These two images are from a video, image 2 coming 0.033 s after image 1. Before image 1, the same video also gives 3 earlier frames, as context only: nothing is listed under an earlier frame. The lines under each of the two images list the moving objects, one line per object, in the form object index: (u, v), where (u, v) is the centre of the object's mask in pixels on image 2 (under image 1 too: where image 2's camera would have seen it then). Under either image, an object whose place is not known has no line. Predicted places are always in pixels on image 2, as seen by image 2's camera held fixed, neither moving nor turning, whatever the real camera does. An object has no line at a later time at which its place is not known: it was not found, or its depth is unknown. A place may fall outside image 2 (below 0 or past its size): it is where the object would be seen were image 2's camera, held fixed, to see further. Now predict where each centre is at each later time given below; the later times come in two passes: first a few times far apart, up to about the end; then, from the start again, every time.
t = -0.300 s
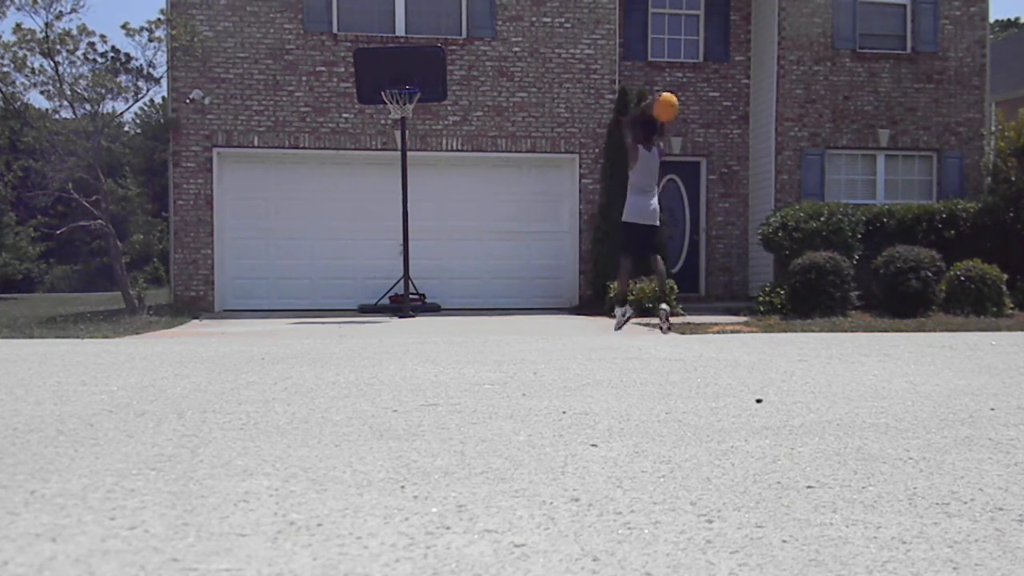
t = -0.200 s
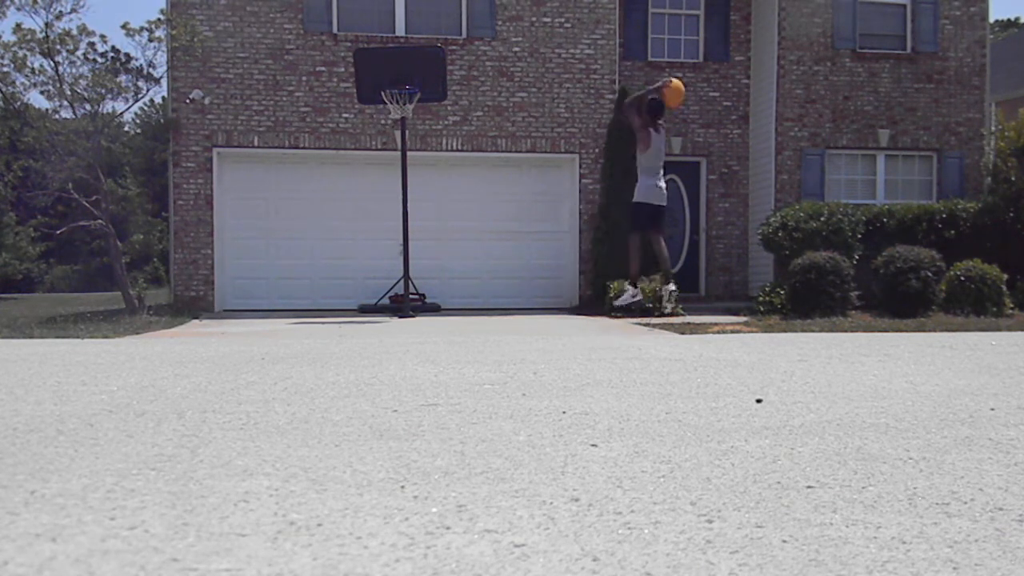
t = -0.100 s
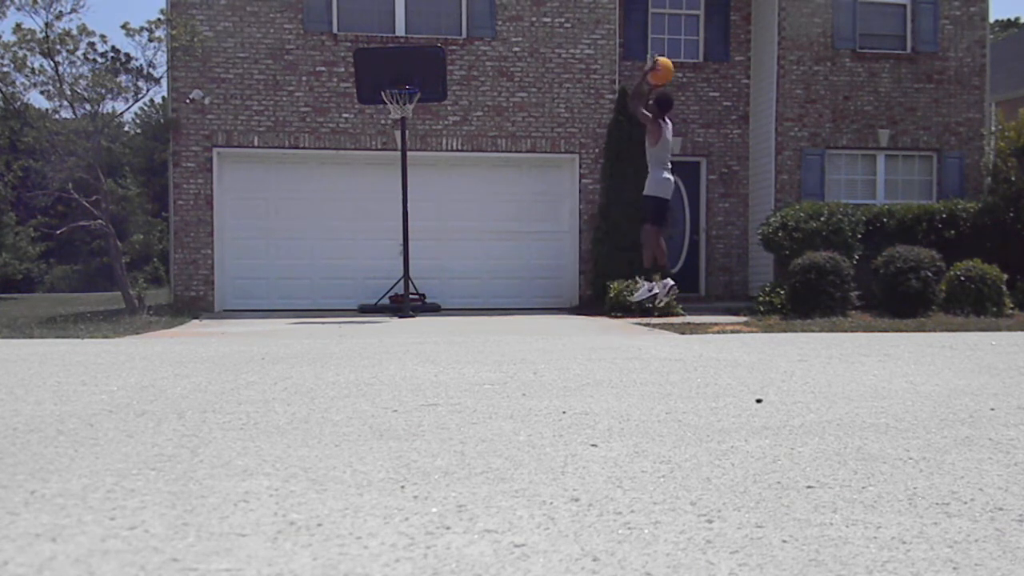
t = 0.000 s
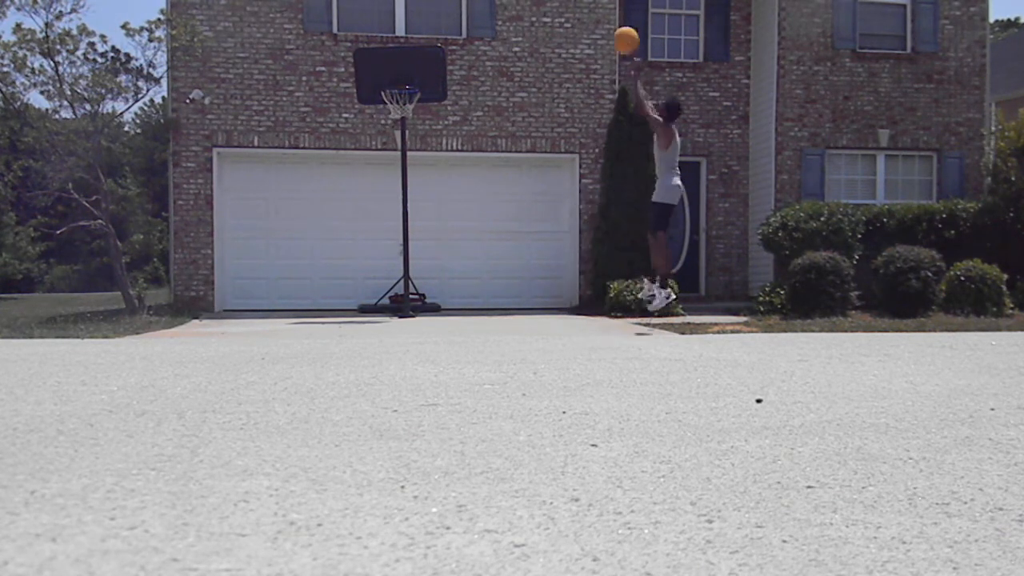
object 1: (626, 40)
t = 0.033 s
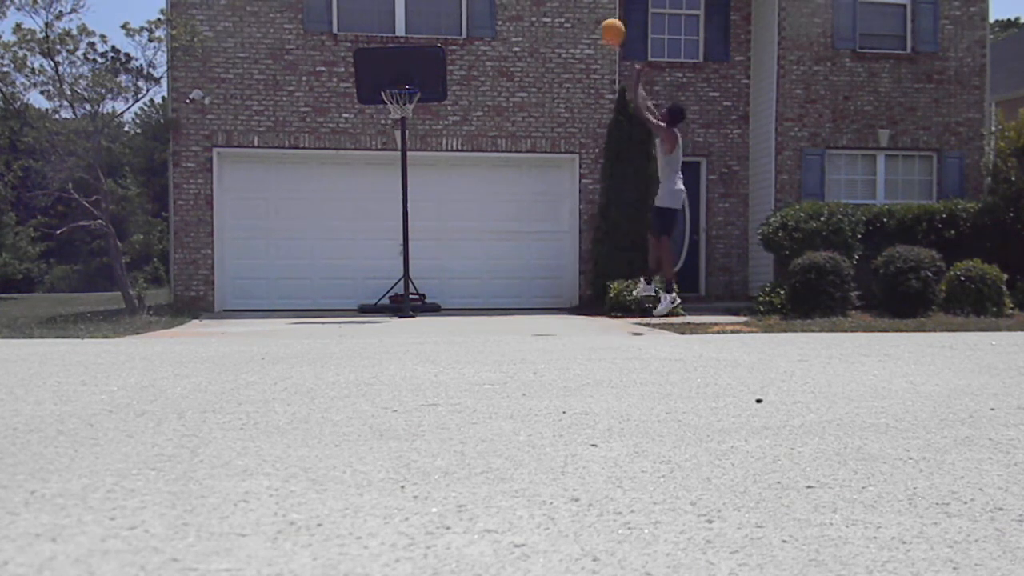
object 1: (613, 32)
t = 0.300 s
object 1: (516, 13)
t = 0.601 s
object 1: (433, 69)
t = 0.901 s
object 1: (435, 58)
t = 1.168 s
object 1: (448, 92)
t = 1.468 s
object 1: (463, 209)
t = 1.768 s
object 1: (475, 253)
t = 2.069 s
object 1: (482, 151)
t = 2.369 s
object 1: (487, 134)
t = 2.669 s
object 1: (494, 200)
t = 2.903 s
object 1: (499, 305)
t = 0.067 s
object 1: (599, 26)
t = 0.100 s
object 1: (586, 19)
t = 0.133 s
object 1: (574, 16)
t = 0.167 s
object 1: (561, 13)
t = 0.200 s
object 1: (549, 12)
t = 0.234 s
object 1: (537, 12)
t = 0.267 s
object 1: (526, 12)
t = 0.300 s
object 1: (516, 13)
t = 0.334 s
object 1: (506, 16)
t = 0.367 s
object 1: (496, 20)
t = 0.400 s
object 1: (486, 24)
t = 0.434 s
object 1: (477, 30)
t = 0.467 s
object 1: (467, 36)
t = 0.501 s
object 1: (458, 42)
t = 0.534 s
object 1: (450, 52)
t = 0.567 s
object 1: (442, 60)
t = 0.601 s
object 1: (433, 69)
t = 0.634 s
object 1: (426, 79)
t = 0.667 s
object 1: (424, 79)
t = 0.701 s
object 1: (426, 73)
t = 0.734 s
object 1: (427, 68)
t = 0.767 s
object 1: (429, 64)
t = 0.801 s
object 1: (430, 61)
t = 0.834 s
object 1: (432, 59)
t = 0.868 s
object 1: (433, 58)
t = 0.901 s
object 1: (435, 58)
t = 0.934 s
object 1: (436, 59)
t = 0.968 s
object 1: (438, 61)
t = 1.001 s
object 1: (439, 64)
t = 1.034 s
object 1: (441, 67)
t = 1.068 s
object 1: (442, 72)
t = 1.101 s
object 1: (444, 78)
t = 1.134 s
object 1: (446, 85)
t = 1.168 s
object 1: (448, 92)
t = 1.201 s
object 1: (449, 100)
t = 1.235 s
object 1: (451, 111)
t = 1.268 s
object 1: (452, 122)
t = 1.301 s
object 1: (455, 134)
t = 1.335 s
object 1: (456, 147)
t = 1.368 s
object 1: (458, 161)
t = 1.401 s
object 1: (460, 176)
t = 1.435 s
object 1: (462, 192)
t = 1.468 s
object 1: (463, 209)
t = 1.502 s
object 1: (465, 228)
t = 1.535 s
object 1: (467, 247)
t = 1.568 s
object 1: (469, 268)
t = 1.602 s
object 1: (471, 291)
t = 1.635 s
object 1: (472, 313)
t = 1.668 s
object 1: (473, 305)
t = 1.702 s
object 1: (474, 287)
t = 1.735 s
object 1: (475, 269)
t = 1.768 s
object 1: (475, 253)
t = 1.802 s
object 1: (476, 237)
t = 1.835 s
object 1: (477, 222)
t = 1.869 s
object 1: (477, 209)
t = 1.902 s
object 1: (478, 197)
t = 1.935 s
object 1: (479, 186)
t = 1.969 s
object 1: (479, 175)
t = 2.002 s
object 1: (480, 166)
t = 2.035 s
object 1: (481, 158)
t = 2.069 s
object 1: (482, 151)
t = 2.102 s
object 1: (483, 145)
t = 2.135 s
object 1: (483, 141)
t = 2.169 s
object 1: (484, 137)
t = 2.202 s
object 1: (484, 134)
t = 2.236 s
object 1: (485, 132)
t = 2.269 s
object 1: (485, 131)
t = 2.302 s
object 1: (486, 131)
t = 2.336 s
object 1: (487, 132)
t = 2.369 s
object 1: (487, 134)
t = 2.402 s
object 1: (488, 137)
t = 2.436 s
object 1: (489, 142)
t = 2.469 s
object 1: (490, 147)
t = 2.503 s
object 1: (491, 153)
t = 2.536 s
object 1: (491, 160)
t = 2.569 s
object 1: (492, 169)
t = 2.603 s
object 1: (493, 178)
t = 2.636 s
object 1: (494, 189)
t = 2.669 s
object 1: (494, 200)
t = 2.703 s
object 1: (495, 212)
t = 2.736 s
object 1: (496, 225)
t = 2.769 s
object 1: (496, 239)
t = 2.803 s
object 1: (497, 254)
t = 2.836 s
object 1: (498, 270)
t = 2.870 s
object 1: (499, 287)
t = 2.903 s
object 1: (499, 305)
